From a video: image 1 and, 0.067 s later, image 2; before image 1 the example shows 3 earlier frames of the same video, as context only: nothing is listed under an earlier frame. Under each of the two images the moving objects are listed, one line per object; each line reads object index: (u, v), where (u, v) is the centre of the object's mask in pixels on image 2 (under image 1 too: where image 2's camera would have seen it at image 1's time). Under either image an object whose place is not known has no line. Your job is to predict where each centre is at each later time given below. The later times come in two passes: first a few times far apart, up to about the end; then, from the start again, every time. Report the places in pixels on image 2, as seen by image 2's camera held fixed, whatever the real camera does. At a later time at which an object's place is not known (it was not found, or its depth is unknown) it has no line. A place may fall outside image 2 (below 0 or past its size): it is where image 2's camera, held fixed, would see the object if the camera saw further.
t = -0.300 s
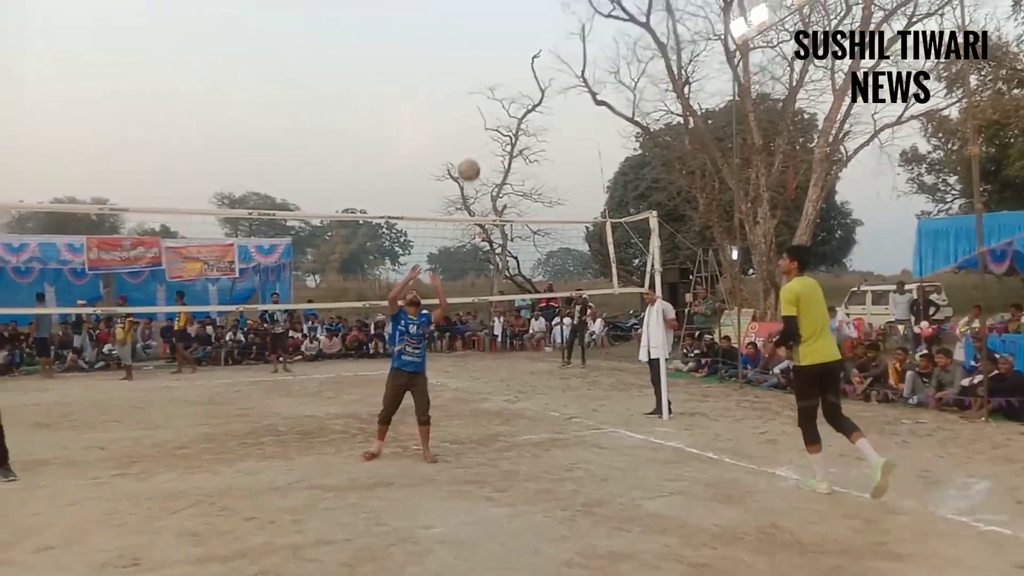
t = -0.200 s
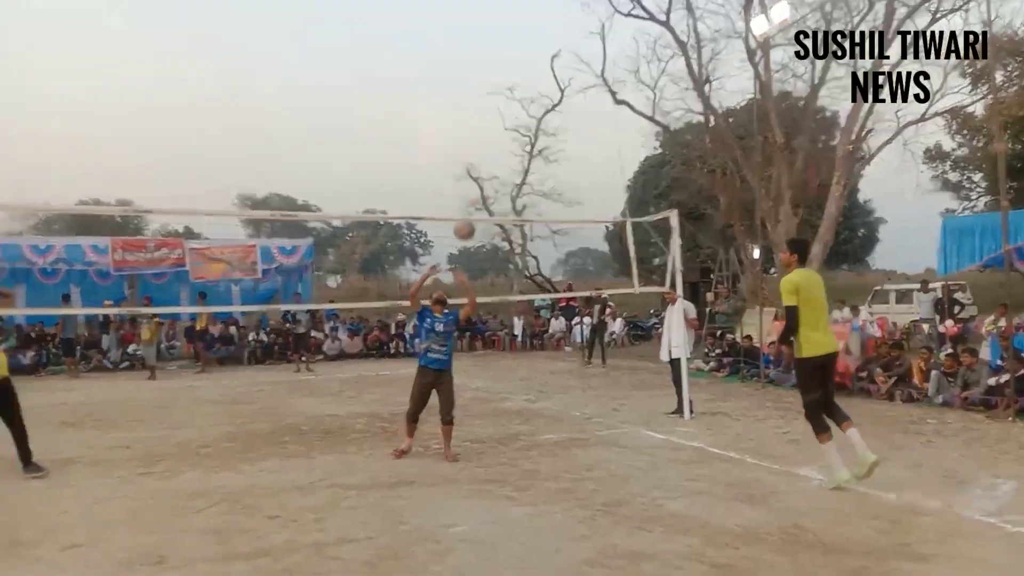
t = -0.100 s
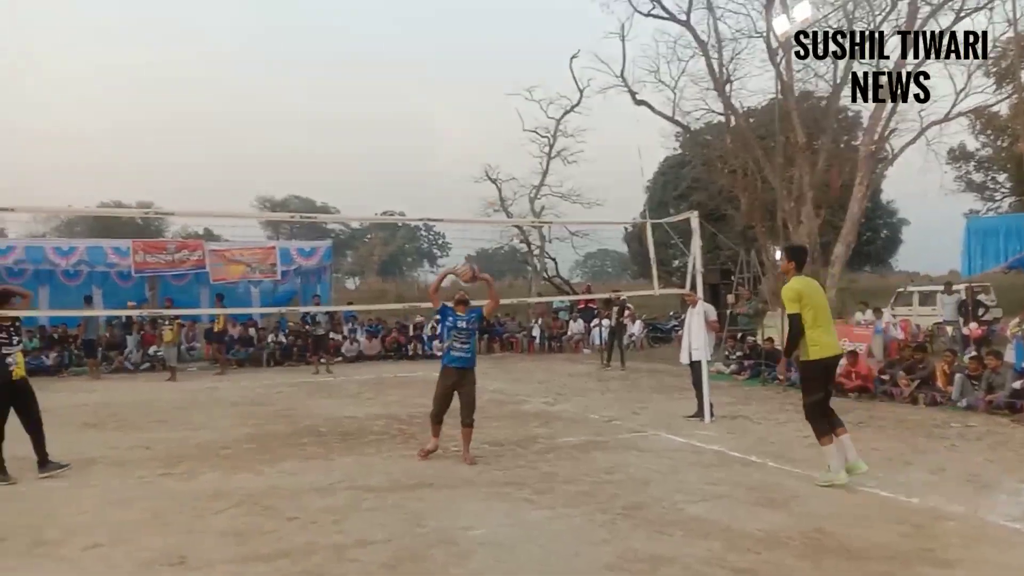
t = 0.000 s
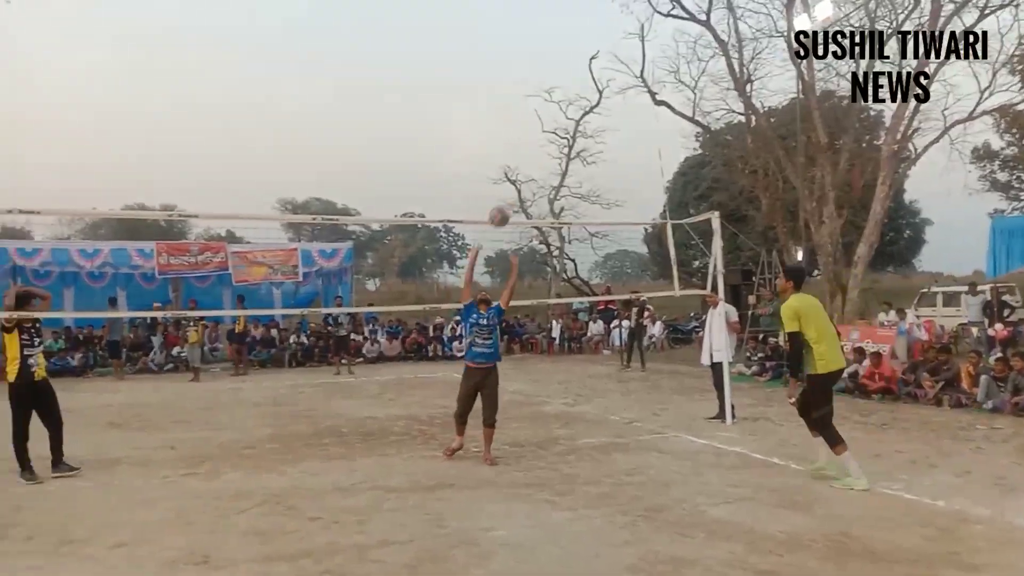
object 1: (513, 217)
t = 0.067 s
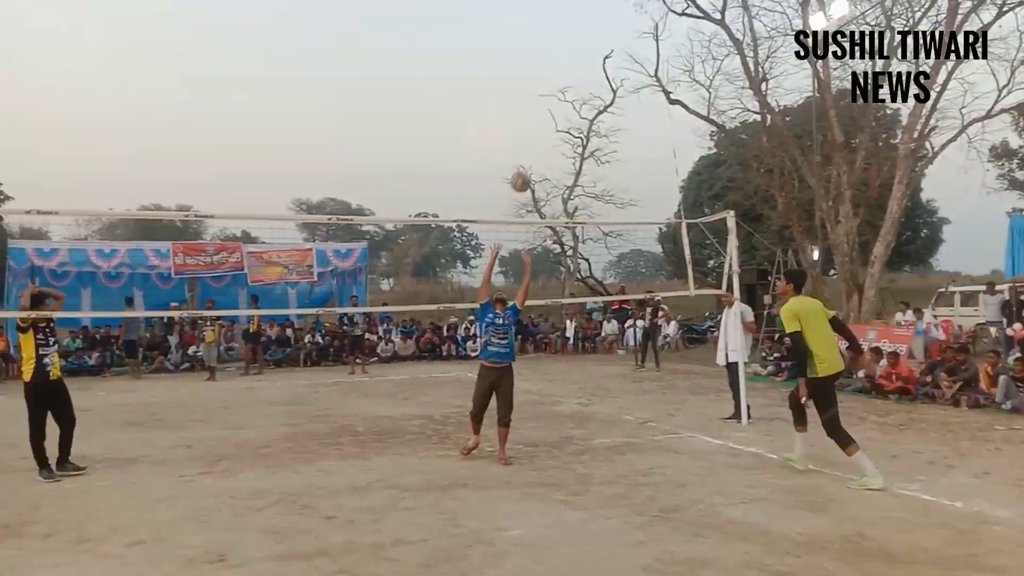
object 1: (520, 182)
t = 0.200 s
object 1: (535, 129)
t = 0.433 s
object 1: (561, 82)
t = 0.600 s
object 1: (578, 83)
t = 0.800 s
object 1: (598, 117)
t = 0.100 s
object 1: (524, 167)
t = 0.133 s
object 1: (528, 153)
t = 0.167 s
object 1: (532, 140)
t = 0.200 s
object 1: (535, 129)
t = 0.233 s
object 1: (539, 119)
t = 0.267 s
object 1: (542, 110)
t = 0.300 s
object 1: (546, 102)
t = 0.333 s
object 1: (550, 95)
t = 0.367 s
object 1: (554, 90)
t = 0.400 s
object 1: (557, 85)
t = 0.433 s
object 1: (561, 82)
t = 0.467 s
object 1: (564, 80)
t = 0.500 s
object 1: (567, 80)
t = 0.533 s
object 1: (571, 79)
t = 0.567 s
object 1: (574, 81)
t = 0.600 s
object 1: (578, 83)
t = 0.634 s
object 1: (581, 86)
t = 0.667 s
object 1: (585, 90)
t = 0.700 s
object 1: (588, 95)
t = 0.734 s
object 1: (591, 102)
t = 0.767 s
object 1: (595, 108)
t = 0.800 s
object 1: (598, 117)
